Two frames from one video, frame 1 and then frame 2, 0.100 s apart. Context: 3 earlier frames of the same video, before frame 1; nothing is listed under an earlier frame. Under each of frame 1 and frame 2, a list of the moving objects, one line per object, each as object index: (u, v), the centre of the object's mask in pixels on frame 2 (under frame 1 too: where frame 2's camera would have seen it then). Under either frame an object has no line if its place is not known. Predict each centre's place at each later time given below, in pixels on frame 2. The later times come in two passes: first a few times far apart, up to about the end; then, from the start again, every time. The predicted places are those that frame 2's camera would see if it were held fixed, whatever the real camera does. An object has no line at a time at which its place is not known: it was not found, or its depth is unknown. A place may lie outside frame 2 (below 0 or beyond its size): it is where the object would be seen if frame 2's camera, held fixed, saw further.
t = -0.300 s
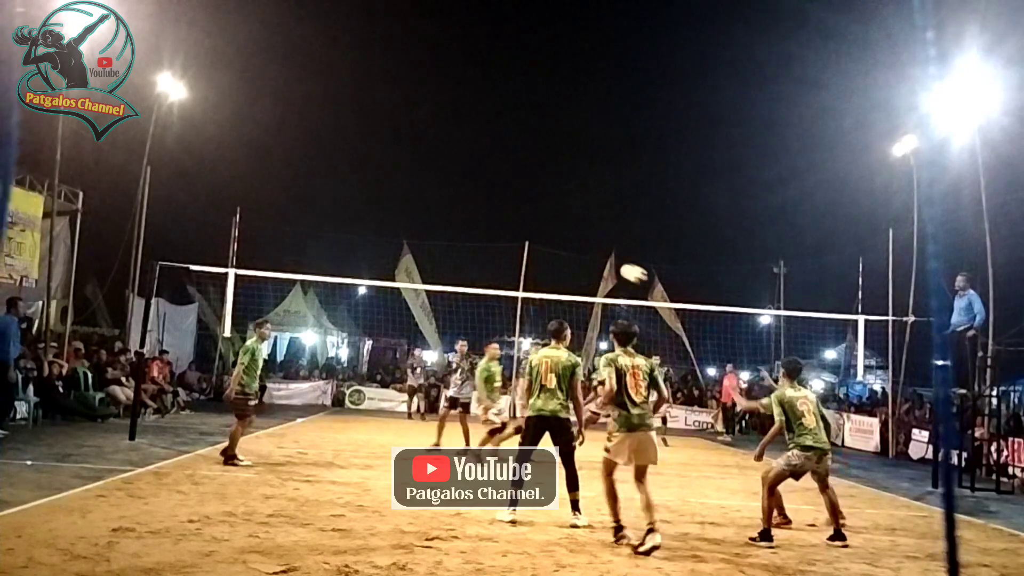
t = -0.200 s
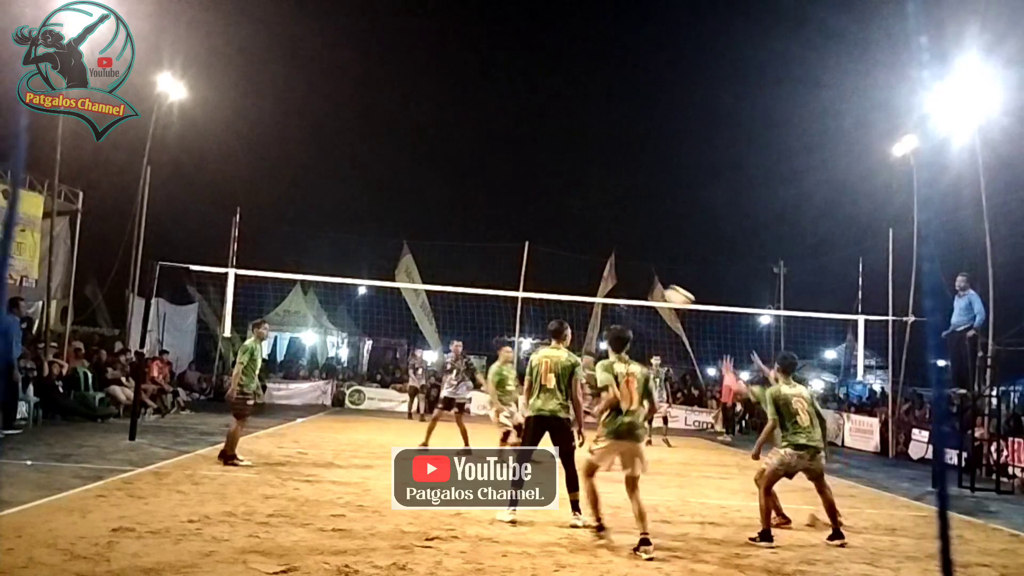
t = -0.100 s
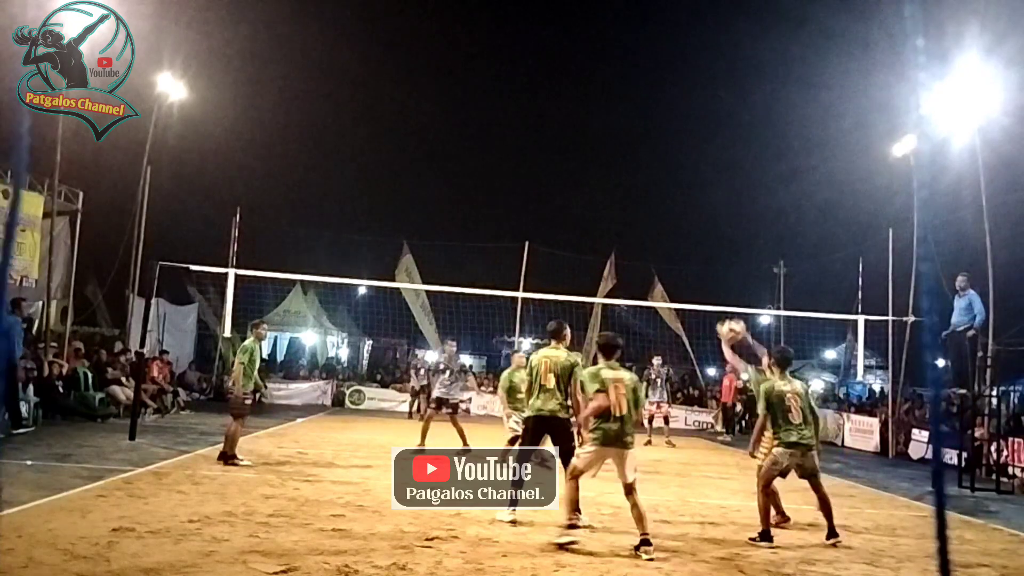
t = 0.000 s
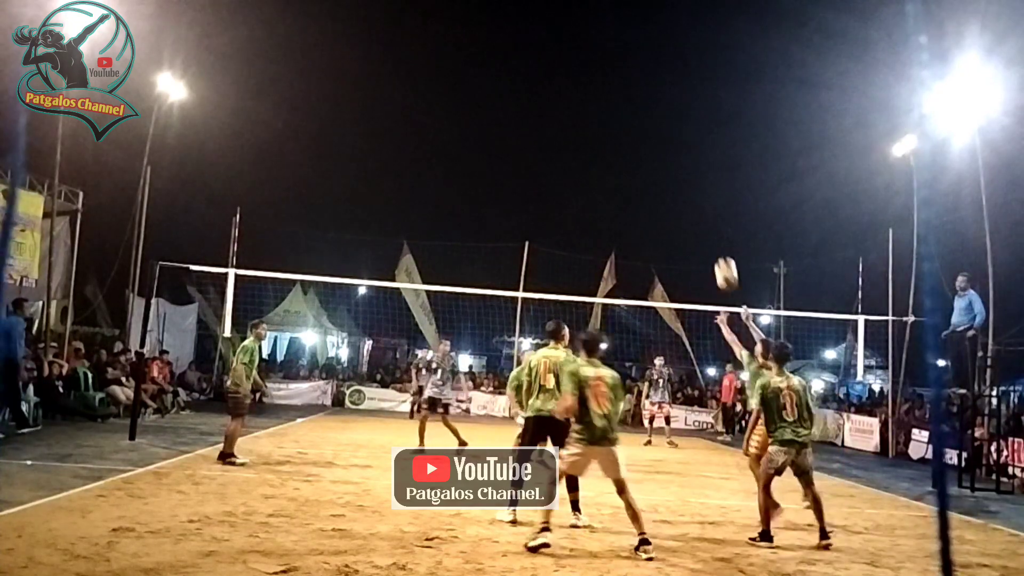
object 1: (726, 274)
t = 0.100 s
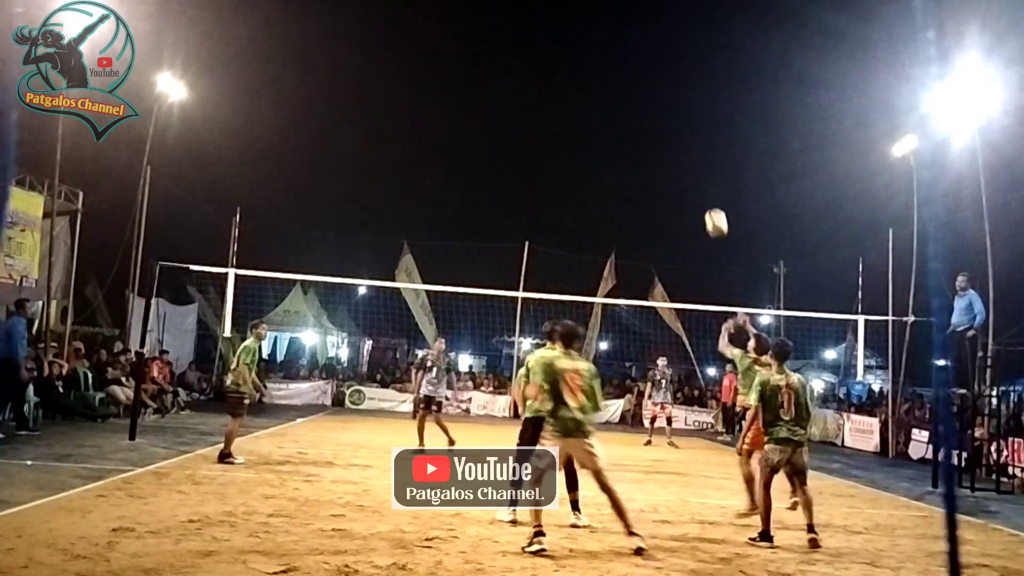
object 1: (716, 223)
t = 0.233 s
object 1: (703, 174)
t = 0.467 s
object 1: (680, 131)
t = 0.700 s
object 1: (658, 134)
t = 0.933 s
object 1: (635, 179)
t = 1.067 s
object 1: (623, 221)
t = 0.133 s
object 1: (713, 210)
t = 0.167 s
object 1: (709, 197)
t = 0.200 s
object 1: (706, 185)
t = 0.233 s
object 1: (703, 174)
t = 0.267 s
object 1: (699, 164)
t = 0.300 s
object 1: (696, 156)
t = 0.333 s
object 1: (693, 149)
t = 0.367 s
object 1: (690, 143)
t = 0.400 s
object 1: (686, 138)
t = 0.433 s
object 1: (683, 134)
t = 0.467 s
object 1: (680, 131)
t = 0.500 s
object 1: (677, 128)
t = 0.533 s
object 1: (674, 127)
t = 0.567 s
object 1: (671, 127)
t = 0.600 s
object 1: (667, 127)
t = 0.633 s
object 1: (664, 129)
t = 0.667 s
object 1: (661, 131)
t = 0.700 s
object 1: (658, 134)
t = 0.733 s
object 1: (654, 138)
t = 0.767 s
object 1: (651, 143)
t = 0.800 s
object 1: (648, 149)
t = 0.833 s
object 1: (645, 155)
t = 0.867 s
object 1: (642, 162)
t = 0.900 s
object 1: (639, 170)
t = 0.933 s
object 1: (635, 179)
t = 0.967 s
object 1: (632, 189)
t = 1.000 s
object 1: (629, 199)
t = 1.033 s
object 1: (626, 209)
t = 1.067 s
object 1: (623, 221)
